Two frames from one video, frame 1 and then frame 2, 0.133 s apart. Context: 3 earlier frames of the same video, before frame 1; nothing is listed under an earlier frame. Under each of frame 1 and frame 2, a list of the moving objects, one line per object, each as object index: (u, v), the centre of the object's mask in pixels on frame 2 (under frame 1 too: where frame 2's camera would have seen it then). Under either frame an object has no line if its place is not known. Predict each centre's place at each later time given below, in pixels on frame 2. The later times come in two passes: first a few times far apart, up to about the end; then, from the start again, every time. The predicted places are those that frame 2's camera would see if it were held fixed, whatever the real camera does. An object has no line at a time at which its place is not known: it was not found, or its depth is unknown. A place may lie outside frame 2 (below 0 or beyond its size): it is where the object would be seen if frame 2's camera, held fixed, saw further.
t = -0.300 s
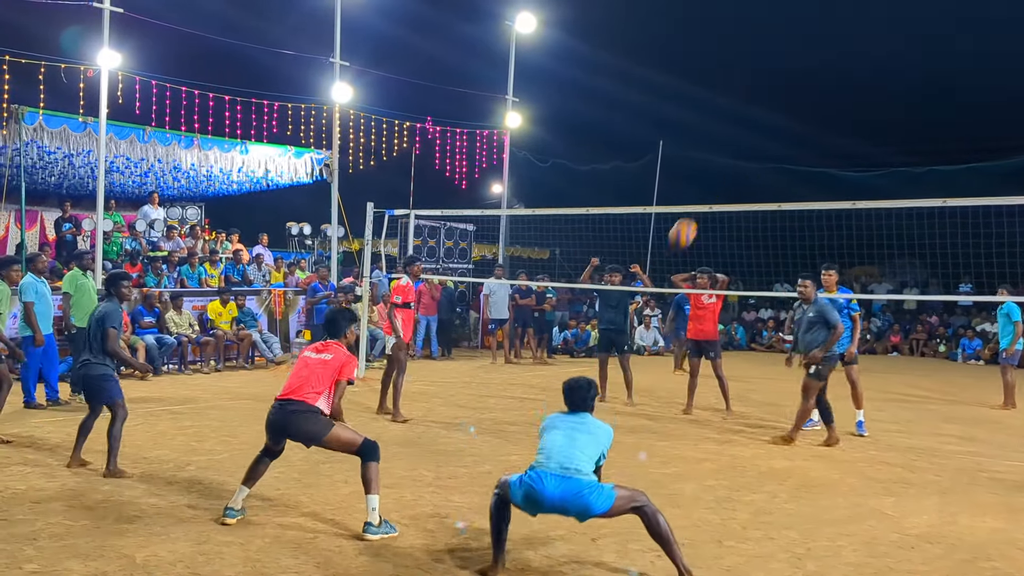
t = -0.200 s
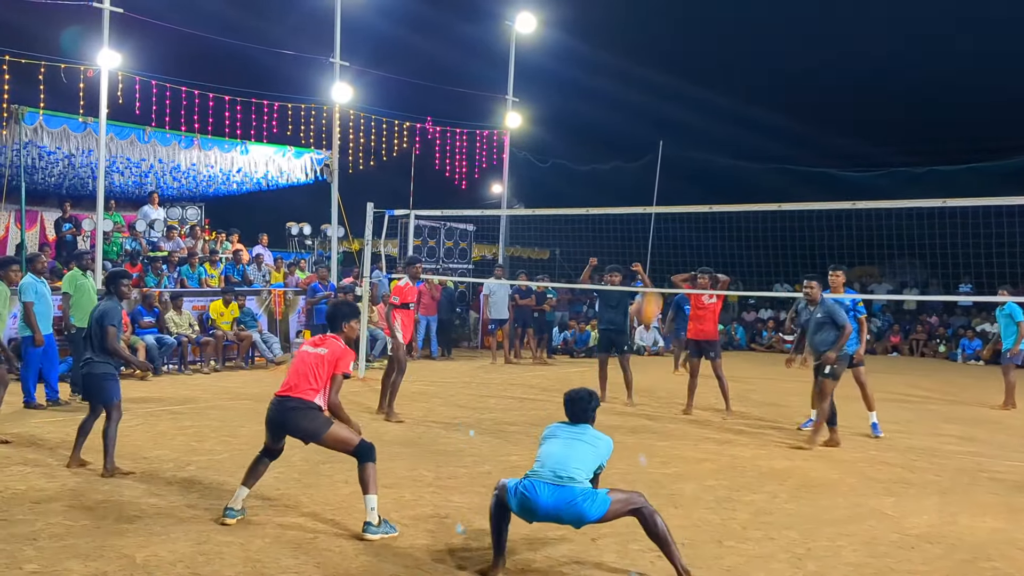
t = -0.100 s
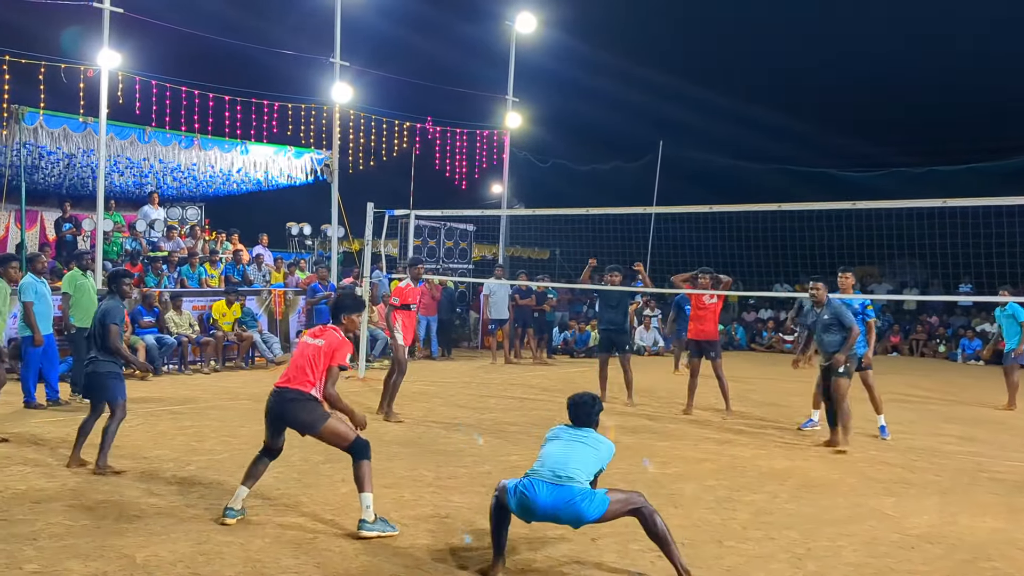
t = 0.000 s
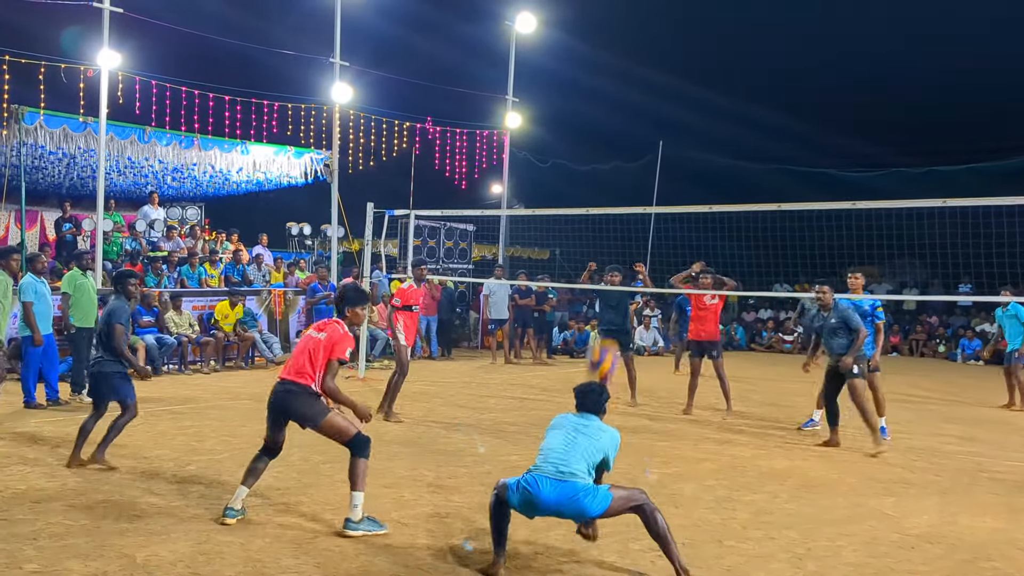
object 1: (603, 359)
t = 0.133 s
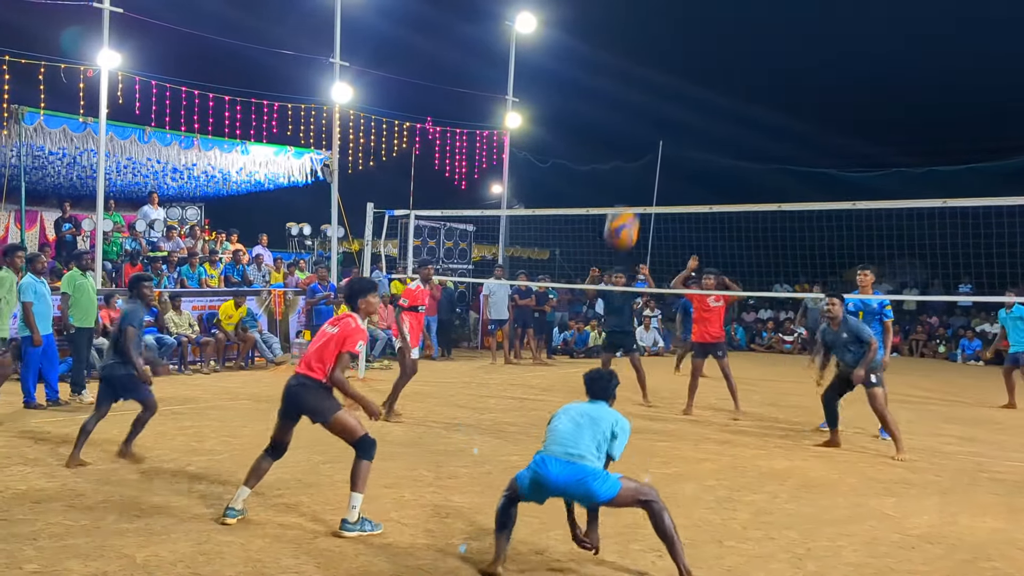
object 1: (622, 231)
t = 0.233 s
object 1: (634, 152)
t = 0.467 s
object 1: (656, 49)
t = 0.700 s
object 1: (671, 30)
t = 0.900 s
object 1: (680, 67)
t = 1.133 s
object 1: (687, 158)
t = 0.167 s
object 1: (626, 199)
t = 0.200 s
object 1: (630, 175)
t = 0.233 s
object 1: (634, 152)
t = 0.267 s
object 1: (637, 132)
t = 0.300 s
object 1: (641, 113)
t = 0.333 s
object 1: (644, 98)
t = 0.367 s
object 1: (647, 82)
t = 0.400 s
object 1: (650, 70)
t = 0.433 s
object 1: (653, 59)
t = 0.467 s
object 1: (656, 49)
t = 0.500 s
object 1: (658, 42)
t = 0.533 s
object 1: (660, 36)
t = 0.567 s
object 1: (663, 32)
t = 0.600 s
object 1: (665, 29)
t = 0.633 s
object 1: (667, 28)
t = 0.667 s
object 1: (669, 28)
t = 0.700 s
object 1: (671, 30)
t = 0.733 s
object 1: (673, 33)
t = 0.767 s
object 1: (674, 37)
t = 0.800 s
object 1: (676, 42)
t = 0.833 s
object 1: (677, 49)
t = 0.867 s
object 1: (679, 57)
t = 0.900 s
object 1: (680, 67)
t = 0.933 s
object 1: (682, 76)
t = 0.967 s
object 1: (683, 87)
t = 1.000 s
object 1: (683, 100)
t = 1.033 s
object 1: (685, 113)
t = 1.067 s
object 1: (686, 127)
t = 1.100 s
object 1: (686, 142)
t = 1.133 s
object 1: (687, 158)
